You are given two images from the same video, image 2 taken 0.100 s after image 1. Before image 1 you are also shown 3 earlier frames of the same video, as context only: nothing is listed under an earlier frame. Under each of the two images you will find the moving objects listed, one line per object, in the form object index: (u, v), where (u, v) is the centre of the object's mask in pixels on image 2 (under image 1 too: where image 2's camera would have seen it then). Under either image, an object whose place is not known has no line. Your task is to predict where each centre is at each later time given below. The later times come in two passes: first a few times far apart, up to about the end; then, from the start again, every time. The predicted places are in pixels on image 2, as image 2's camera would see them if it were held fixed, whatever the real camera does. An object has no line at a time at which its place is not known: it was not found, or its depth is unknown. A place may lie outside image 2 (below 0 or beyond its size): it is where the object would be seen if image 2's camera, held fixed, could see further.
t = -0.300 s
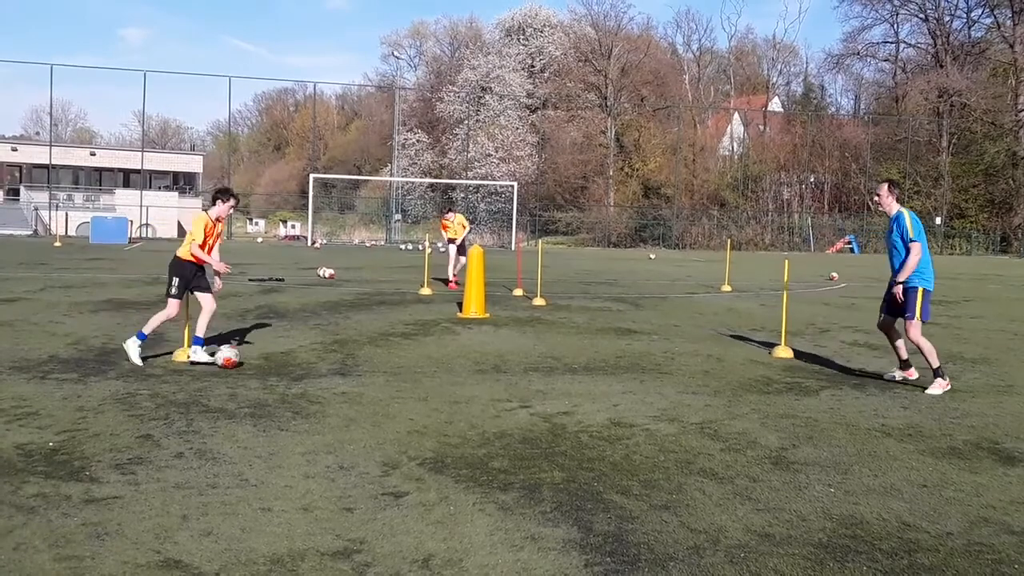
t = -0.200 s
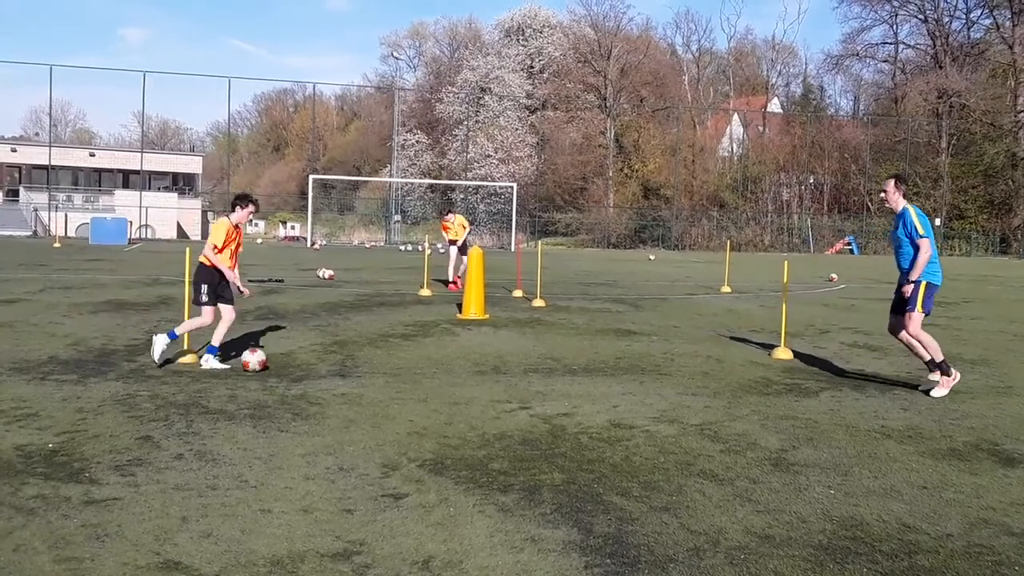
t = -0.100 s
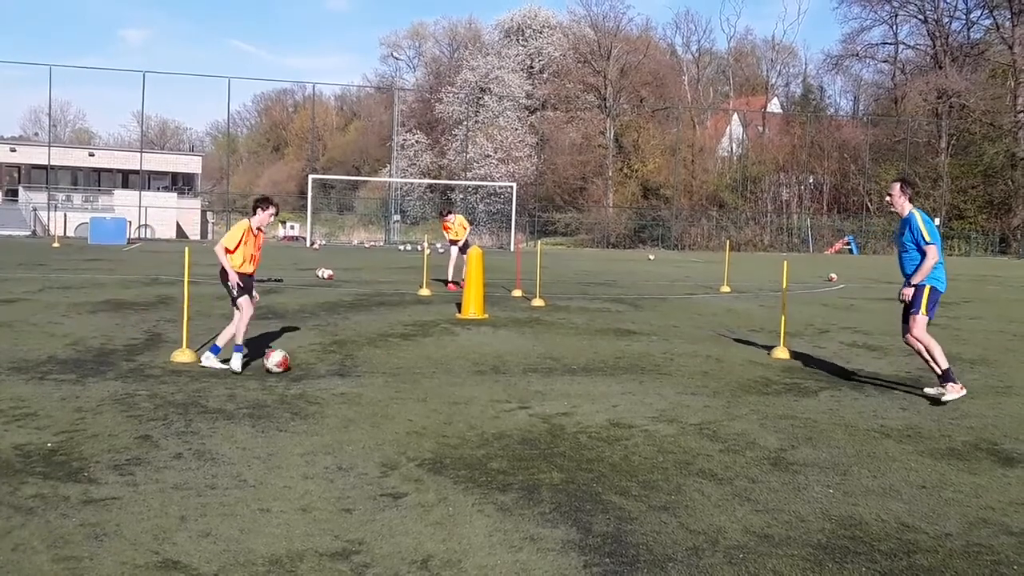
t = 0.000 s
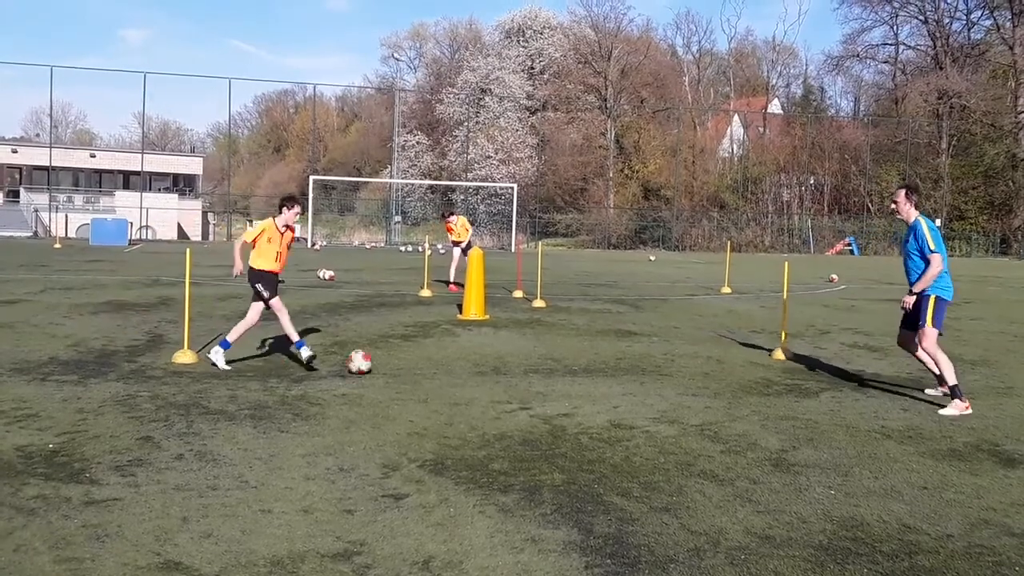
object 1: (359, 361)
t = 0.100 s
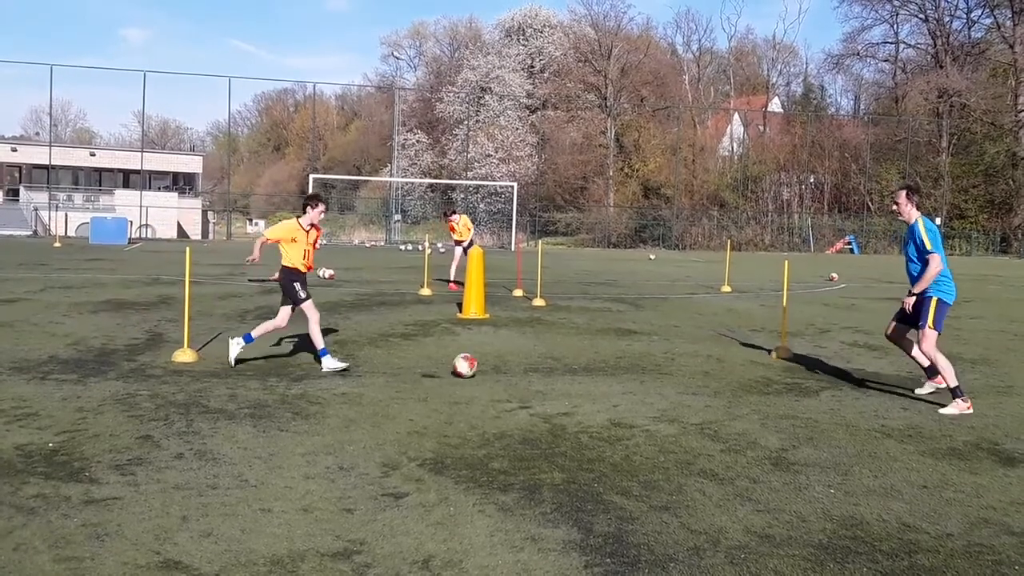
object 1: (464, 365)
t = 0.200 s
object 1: (563, 368)
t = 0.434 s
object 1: (766, 377)
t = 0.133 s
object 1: (498, 367)
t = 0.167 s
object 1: (532, 368)
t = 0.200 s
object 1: (563, 368)
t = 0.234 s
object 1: (594, 369)
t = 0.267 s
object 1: (624, 370)
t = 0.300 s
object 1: (654, 371)
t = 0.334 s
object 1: (683, 371)
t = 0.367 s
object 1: (711, 373)
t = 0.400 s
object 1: (739, 374)
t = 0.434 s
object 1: (766, 377)
